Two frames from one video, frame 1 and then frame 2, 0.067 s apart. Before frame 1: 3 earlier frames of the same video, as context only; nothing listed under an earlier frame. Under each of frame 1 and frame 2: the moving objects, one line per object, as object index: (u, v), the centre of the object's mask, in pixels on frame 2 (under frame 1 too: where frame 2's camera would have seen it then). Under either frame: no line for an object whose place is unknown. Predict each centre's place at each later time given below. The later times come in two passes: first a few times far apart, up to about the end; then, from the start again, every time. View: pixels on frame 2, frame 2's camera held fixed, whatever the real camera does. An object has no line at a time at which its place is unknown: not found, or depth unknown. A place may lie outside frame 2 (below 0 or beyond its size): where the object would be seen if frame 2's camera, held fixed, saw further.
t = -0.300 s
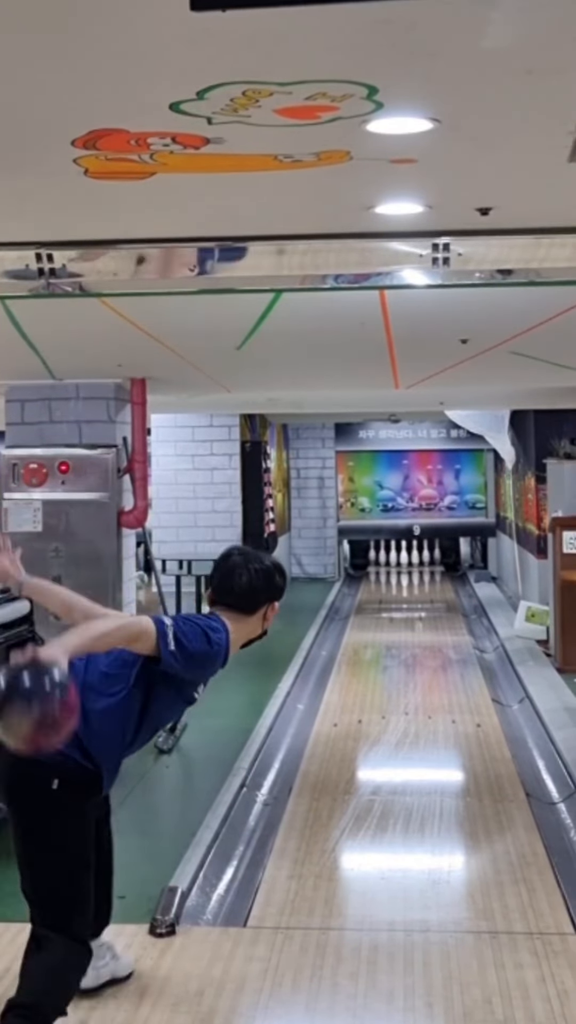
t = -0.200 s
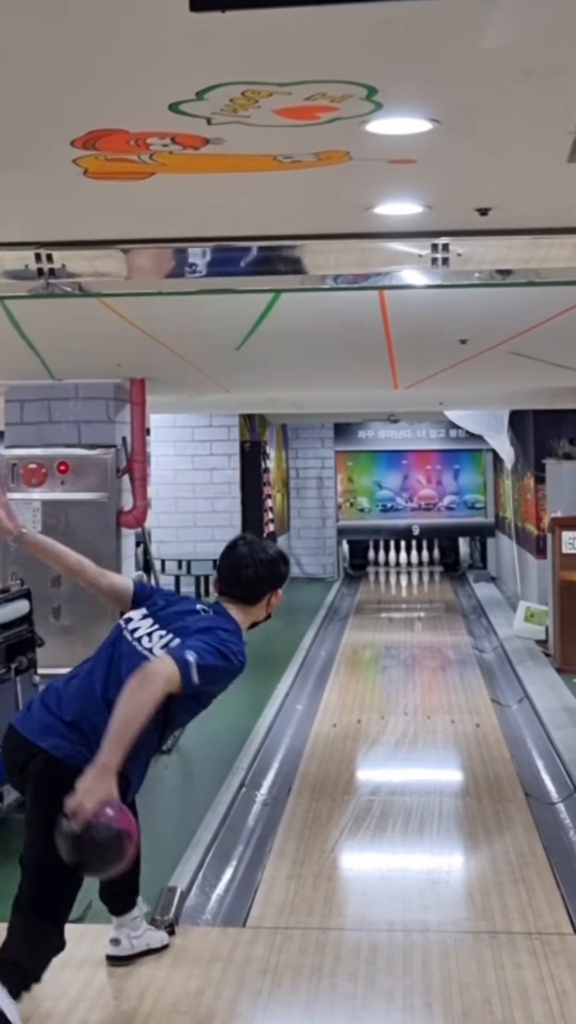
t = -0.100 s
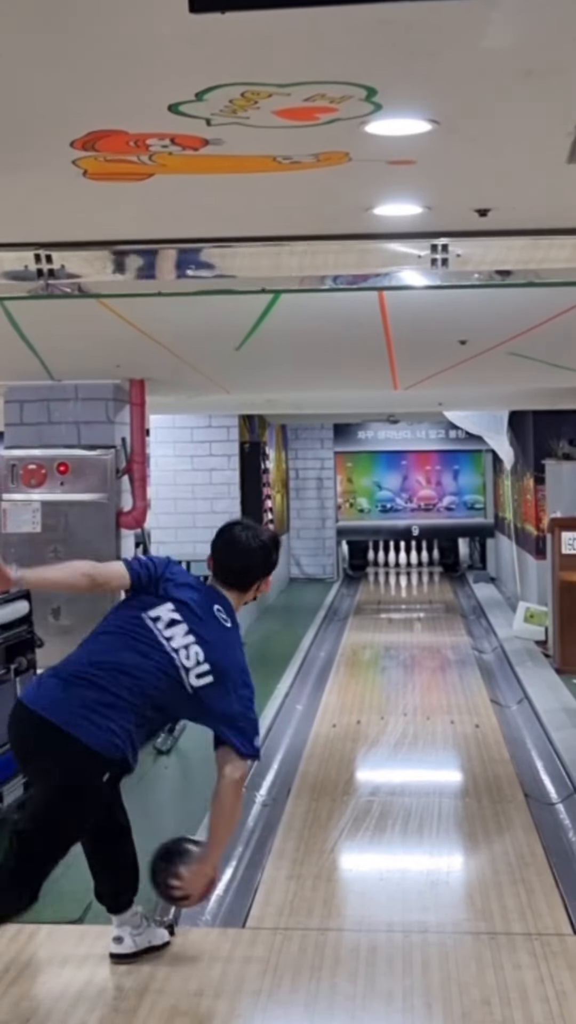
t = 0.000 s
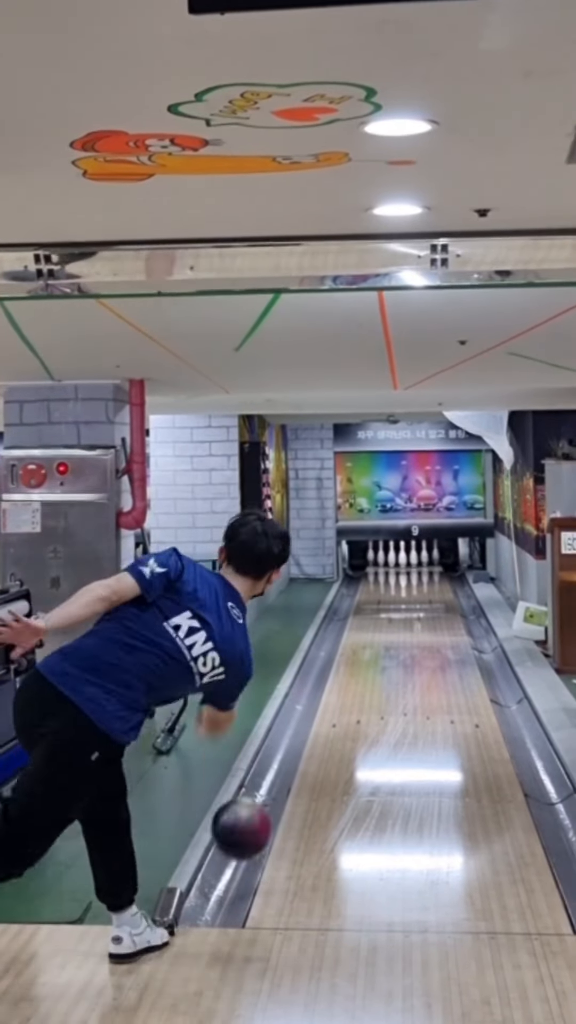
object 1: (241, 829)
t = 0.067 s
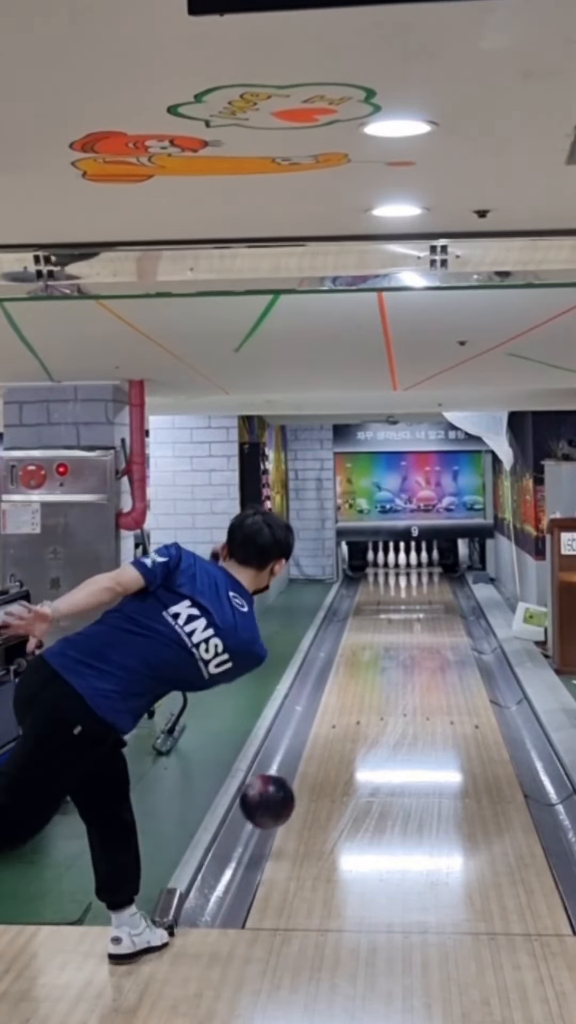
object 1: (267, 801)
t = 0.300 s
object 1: (333, 752)
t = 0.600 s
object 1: (381, 689)
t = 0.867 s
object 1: (407, 652)
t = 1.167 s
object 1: (425, 623)
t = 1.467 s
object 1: (435, 601)
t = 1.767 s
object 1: (436, 585)
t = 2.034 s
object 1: (429, 574)
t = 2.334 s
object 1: (413, 564)
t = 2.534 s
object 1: (411, 558)
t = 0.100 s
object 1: (279, 791)
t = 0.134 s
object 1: (290, 786)
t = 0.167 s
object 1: (300, 784)
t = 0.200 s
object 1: (310, 782)
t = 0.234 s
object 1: (318, 771)
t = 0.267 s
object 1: (326, 761)
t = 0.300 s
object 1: (333, 752)
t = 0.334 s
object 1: (340, 744)
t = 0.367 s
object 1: (346, 735)
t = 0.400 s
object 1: (353, 727)
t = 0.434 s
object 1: (358, 720)
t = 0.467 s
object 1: (363, 713)
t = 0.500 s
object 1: (368, 707)
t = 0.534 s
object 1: (373, 701)
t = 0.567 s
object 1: (377, 695)
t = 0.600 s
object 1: (381, 689)
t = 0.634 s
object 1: (385, 684)
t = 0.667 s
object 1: (389, 678)
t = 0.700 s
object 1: (392, 673)
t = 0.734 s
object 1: (396, 668)
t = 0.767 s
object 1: (399, 664)
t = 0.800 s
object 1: (402, 660)
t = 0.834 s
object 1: (405, 655)
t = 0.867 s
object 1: (407, 652)
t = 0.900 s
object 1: (410, 648)
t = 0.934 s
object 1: (413, 644)
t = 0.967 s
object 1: (415, 640)
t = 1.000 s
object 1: (416, 637)
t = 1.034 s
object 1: (419, 633)
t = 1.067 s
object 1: (420, 630)
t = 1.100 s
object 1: (422, 627)
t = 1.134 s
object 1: (424, 626)
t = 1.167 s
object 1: (425, 623)
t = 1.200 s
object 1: (427, 619)
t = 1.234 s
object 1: (428, 617)
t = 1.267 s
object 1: (429, 615)
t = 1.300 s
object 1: (431, 612)
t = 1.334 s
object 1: (431, 610)
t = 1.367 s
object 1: (433, 608)
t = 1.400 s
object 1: (434, 605)
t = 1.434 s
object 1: (435, 603)
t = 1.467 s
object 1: (435, 601)
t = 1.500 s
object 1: (436, 599)
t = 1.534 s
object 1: (436, 597)
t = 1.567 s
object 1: (437, 596)
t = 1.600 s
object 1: (437, 594)
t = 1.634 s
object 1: (437, 592)
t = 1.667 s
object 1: (437, 590)
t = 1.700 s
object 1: (437, 589)
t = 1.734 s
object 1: (437, 587)
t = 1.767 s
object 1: (436, 585)
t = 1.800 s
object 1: (436, 584)
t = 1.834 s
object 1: (435, 582)
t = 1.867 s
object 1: (434, 581)
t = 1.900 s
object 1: (434, 578)
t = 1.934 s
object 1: (433, 577)
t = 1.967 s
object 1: (430, 576)
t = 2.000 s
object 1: (430, 575)
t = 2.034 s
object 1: (429, 574)
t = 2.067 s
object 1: (429, 572)
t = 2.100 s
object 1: (427, 572)
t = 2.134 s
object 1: (424, 570)
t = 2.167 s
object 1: (423, 569)
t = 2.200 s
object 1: (421, 569)
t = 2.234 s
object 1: (419, 568)
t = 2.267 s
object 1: (417, 567)
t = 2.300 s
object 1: (415, 565)
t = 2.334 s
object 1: (413, 564)
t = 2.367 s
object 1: (411, 562)
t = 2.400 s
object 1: (412, 562)
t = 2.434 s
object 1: (409, 562)
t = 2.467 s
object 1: (411, 560)
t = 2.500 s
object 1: (411, 561)
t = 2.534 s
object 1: (411, 558)
